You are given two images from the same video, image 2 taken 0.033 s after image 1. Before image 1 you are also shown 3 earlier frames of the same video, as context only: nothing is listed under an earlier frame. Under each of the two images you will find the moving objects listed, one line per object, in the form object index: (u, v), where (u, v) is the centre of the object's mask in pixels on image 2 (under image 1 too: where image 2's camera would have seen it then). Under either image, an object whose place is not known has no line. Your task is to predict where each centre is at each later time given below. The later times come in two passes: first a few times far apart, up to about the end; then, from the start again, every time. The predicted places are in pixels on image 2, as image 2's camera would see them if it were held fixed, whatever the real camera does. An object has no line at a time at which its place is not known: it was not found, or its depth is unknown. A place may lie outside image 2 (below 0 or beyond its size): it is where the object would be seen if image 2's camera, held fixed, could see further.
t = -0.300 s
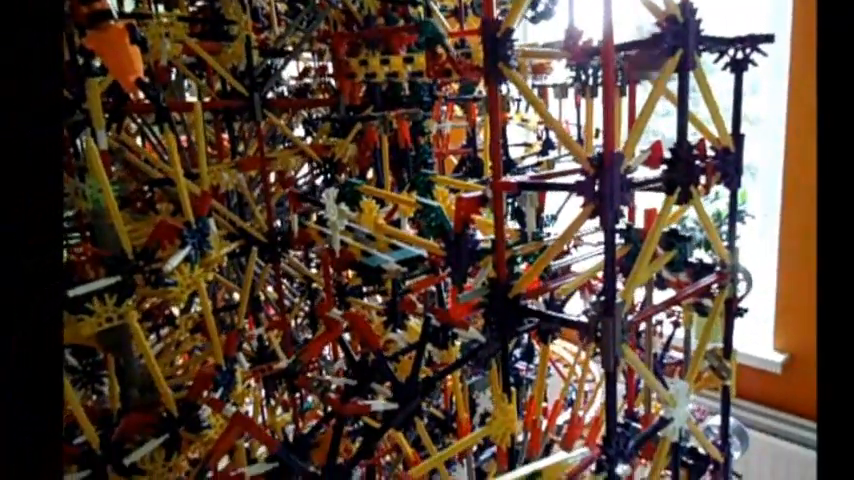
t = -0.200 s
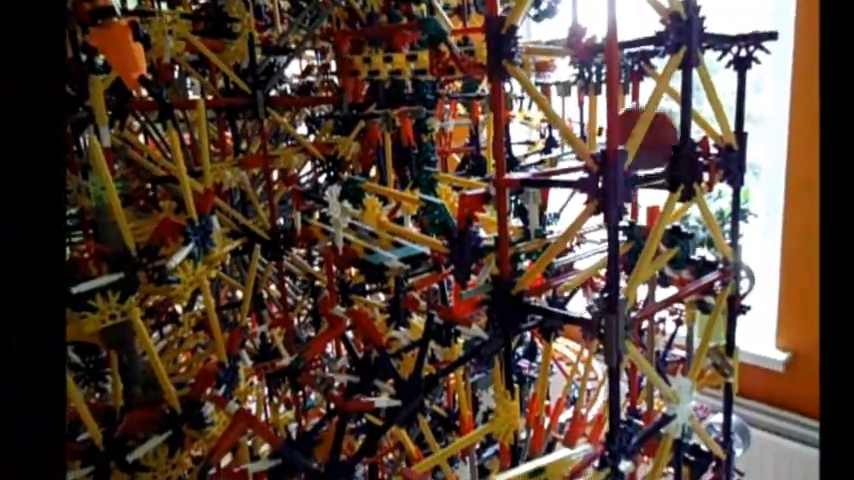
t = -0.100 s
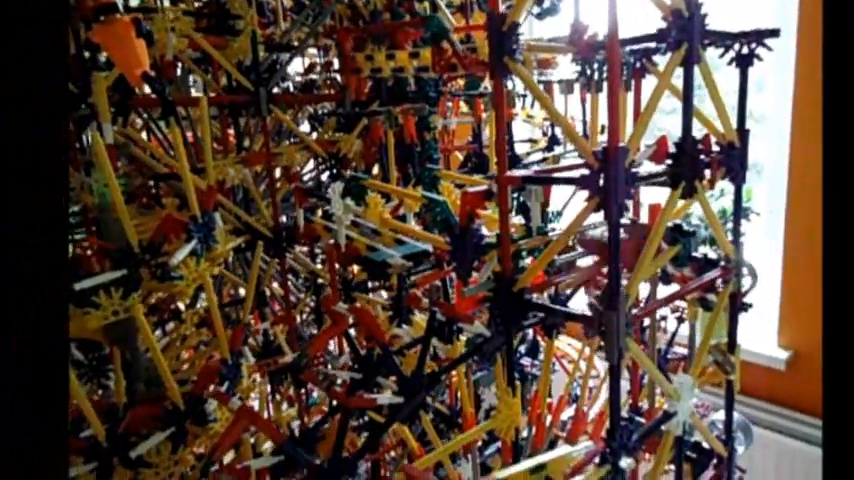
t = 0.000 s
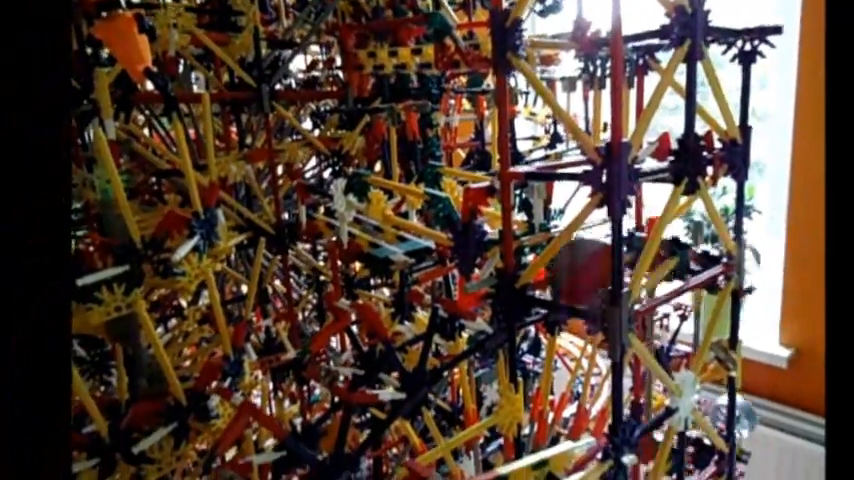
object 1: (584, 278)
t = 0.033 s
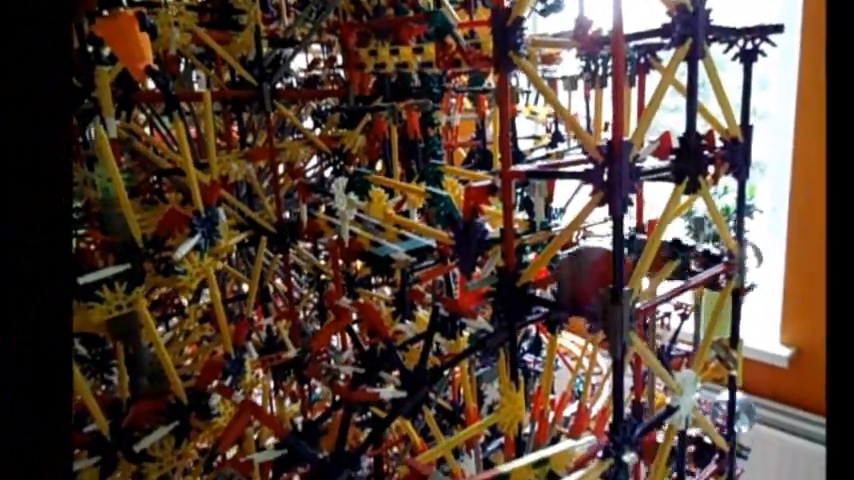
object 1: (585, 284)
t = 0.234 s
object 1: (584, 300)
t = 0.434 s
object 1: (576, 356)
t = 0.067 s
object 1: (585, 285)
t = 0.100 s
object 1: (583, 286)
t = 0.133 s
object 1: (582, 289)
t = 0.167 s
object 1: (584, 292)
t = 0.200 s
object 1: (584, 296)
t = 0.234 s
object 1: (584, 300)
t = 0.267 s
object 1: (583, 306)
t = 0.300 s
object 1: (582, 316)
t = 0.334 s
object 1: (579, 333)
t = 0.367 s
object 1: (577, 335)
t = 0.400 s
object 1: (576, 346)
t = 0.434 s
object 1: (576, 356)
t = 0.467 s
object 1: (568, 391)
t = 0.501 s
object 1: (561, 430)
